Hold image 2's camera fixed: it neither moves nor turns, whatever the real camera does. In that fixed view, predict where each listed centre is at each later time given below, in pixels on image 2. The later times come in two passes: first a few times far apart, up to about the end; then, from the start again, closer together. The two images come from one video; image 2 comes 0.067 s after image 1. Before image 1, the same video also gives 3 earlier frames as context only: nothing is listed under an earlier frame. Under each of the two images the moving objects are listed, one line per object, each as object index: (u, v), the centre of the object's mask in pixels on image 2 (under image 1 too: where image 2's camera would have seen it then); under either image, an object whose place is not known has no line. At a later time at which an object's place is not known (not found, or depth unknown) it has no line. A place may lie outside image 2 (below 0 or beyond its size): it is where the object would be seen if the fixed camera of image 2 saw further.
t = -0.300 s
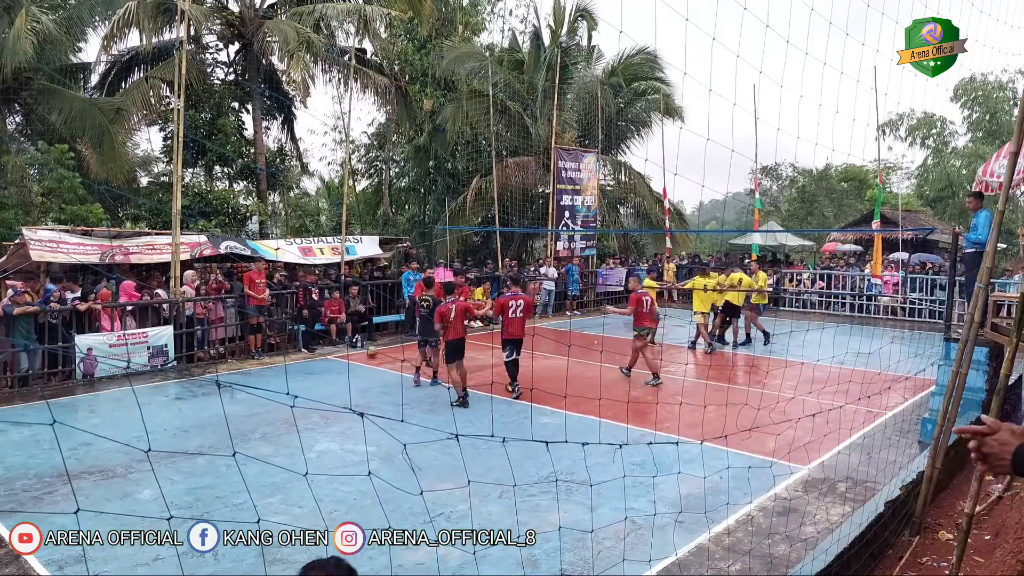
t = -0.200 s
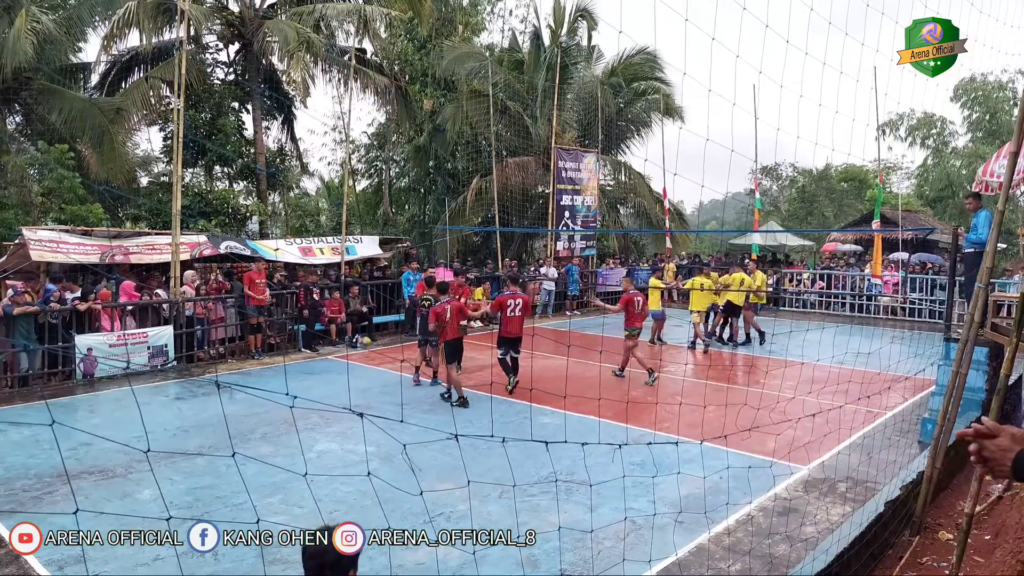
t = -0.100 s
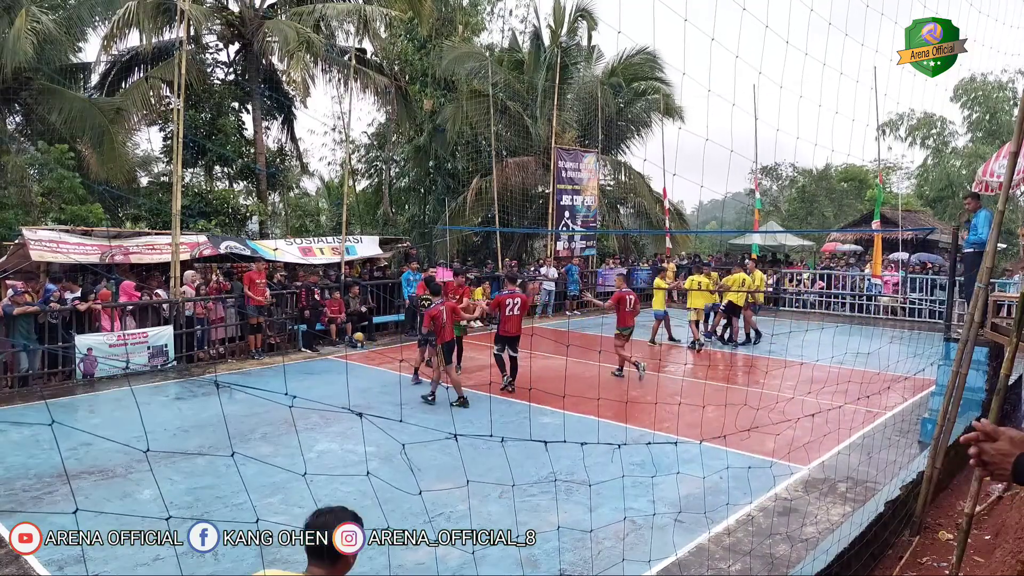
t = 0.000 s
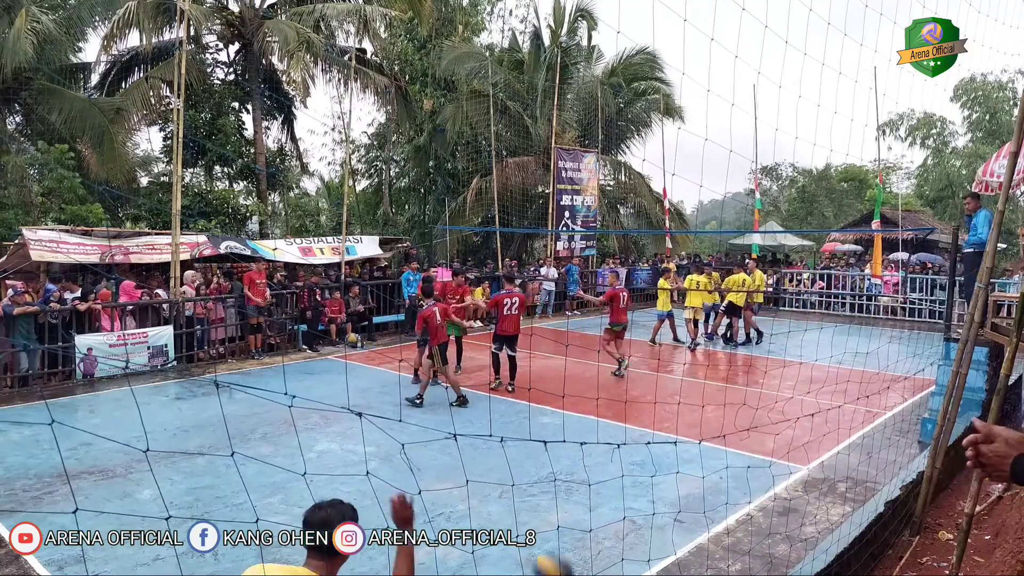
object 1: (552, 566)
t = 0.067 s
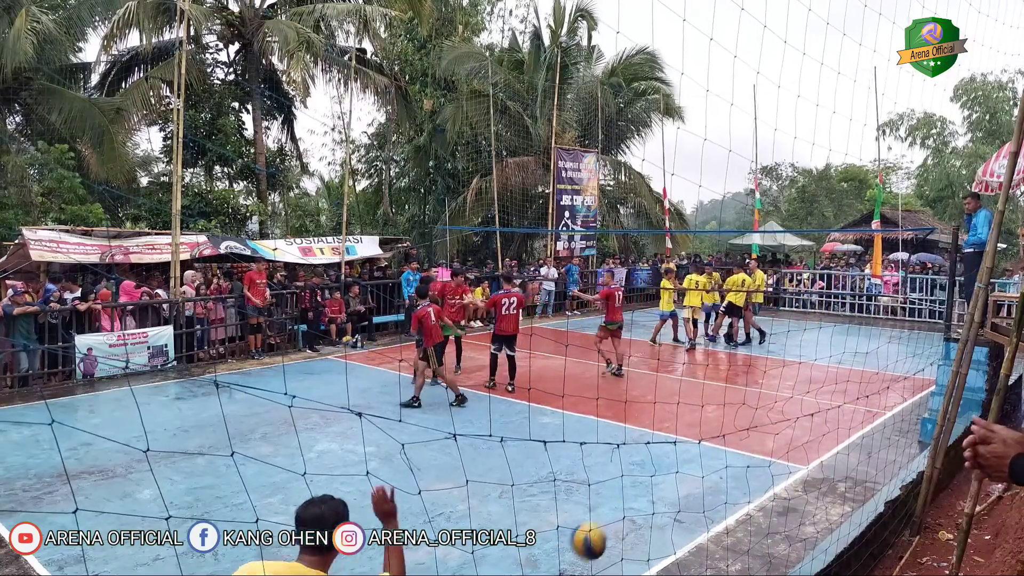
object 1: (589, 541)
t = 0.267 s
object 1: (659, 511)
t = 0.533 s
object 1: (696, 426)
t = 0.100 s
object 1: (604, 531)
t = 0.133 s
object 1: (617, 523)
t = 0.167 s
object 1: (630, 517)
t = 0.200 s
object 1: (639, 513)
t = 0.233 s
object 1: (649, 511)
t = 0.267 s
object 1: (659, 511)
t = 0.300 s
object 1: (666, 512)
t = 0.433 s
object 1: (685, 455)
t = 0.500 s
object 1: (693, 435)
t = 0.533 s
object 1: (696, 426)
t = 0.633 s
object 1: (705, 410)
